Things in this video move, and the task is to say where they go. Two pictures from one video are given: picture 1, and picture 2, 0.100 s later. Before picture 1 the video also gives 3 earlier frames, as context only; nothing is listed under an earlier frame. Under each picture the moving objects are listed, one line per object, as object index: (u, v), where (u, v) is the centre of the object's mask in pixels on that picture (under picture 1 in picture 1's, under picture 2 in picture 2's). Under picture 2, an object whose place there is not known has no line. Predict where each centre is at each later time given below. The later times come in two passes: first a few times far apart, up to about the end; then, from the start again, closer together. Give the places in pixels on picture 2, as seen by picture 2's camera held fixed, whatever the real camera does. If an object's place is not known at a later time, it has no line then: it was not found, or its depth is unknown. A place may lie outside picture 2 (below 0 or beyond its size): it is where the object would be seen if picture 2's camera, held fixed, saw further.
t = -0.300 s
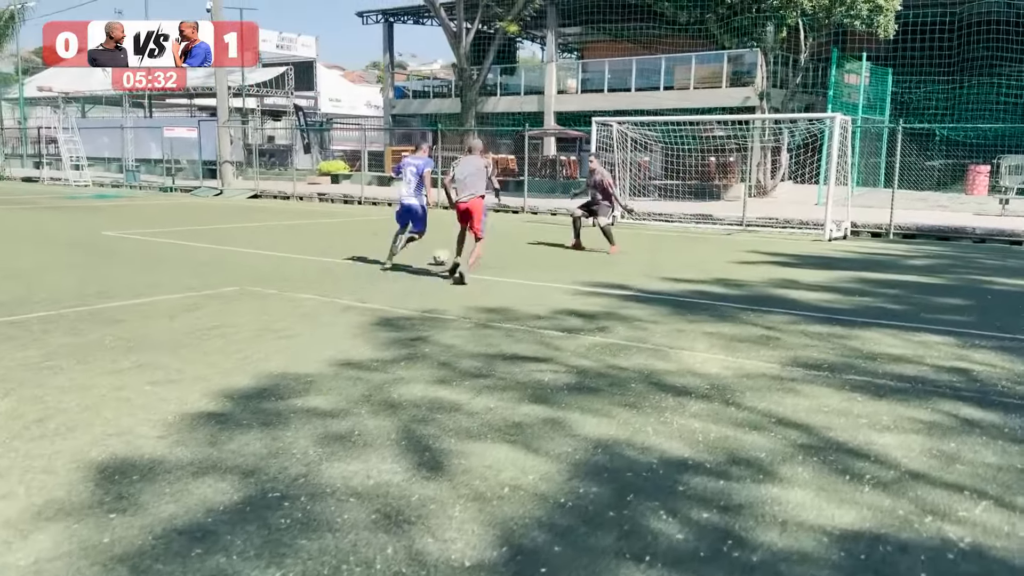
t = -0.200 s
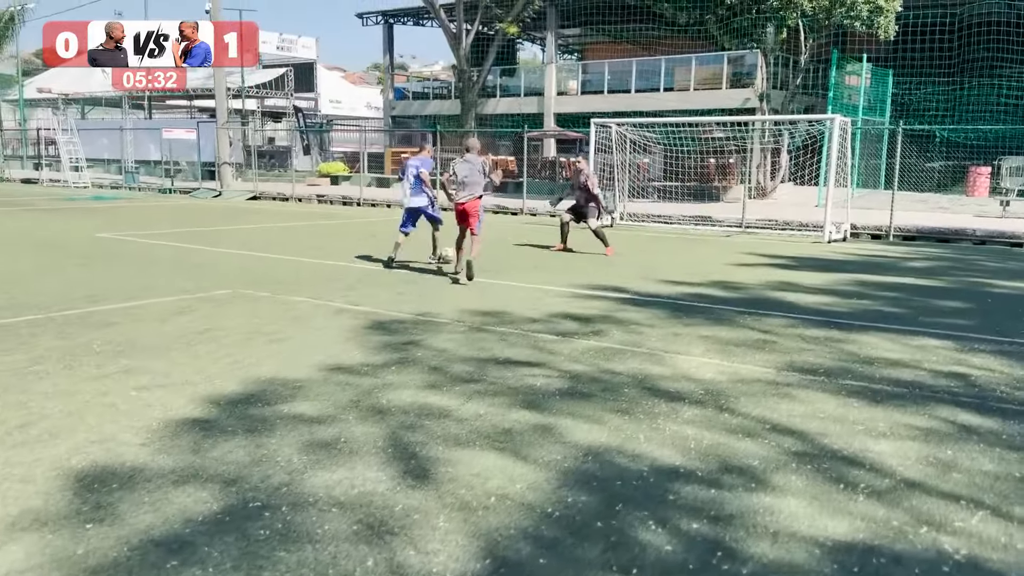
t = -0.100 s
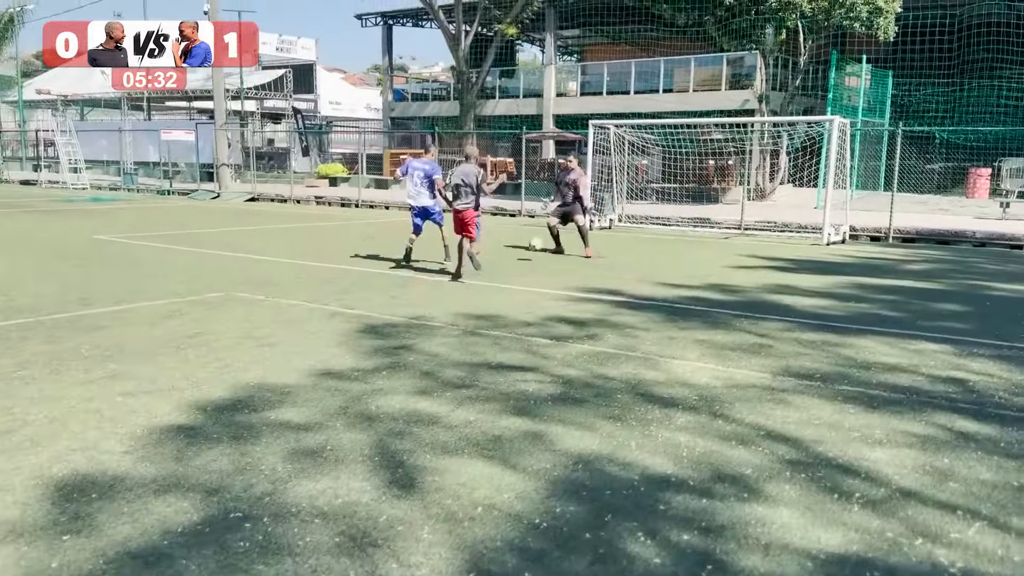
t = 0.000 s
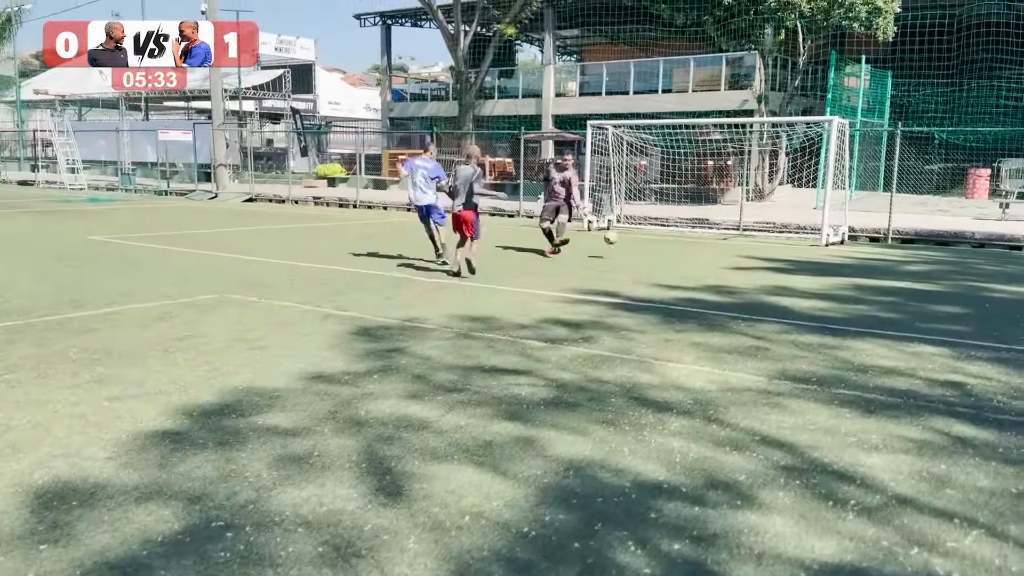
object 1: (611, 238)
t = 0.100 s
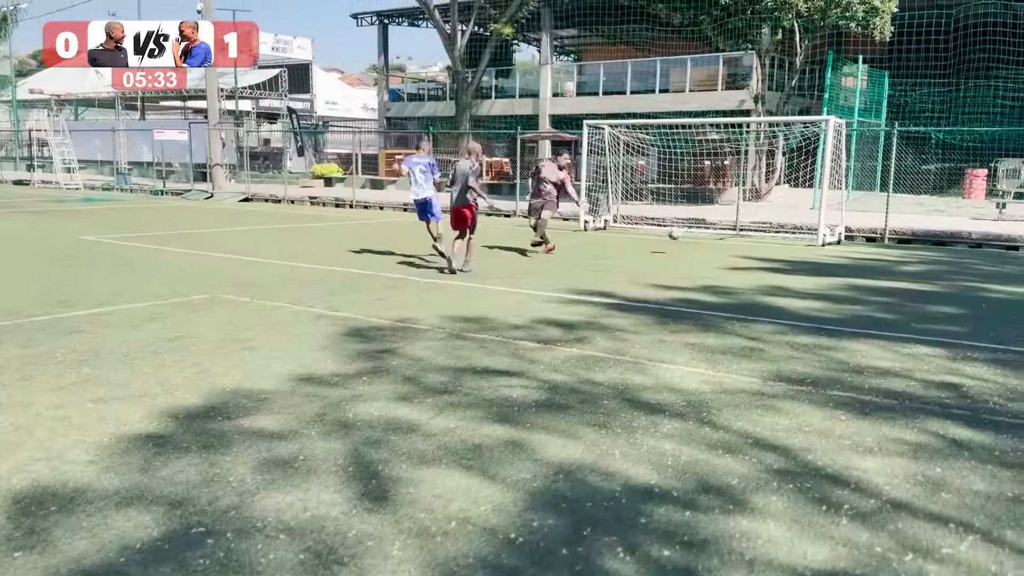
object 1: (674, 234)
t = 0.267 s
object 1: (774, 241)
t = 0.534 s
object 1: (795, 224)
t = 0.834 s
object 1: (749, 236)
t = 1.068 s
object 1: (710, 256)
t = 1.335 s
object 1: (676, 256)
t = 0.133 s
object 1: (695, 234)
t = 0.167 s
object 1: (717, 234)
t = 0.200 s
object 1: (737, 236)
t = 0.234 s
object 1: (754, 239)
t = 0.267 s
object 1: (774, 241)
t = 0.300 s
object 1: (791, 244)
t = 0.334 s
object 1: (808, 240)
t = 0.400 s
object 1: (812, 232)
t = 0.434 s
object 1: (810, 229)
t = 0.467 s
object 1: (804, 226)
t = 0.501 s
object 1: (798, 225)
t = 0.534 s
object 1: (795, 224)
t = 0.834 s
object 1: (749, 236)
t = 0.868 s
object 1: (743, 241)
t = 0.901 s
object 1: (736, 248)
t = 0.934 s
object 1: (730, 255)
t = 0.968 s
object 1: (723, 263)
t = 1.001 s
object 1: (718, 265)
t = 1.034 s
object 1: (713, 260)
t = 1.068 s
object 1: (710, 256)
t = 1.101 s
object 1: (706, 253)
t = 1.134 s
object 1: (702, 251)
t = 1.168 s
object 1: (698, 250)
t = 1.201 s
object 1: (695, 249)
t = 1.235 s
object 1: (690, 249)
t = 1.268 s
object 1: (685, 251)
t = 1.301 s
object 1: (681, 253)
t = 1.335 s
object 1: (676, 256)
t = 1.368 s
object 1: (672, 260)
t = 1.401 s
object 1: (667, 265)
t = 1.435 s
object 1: (662, 271)
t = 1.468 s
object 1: (658, 277)
